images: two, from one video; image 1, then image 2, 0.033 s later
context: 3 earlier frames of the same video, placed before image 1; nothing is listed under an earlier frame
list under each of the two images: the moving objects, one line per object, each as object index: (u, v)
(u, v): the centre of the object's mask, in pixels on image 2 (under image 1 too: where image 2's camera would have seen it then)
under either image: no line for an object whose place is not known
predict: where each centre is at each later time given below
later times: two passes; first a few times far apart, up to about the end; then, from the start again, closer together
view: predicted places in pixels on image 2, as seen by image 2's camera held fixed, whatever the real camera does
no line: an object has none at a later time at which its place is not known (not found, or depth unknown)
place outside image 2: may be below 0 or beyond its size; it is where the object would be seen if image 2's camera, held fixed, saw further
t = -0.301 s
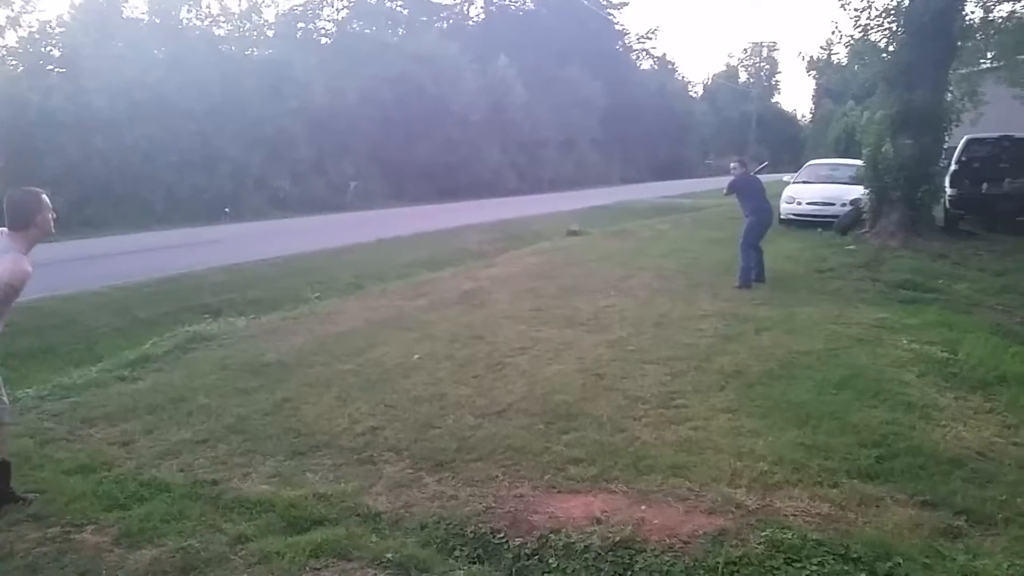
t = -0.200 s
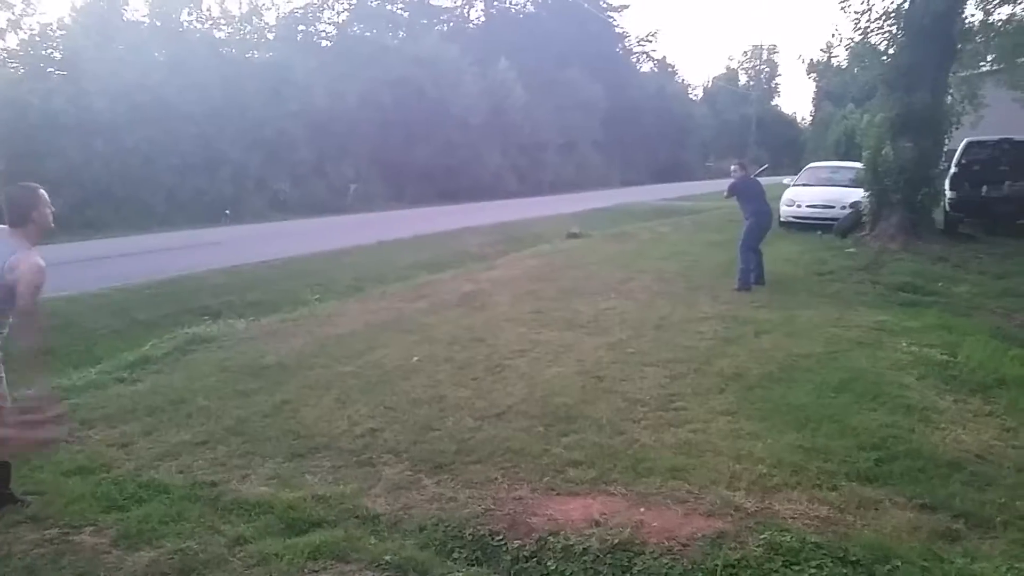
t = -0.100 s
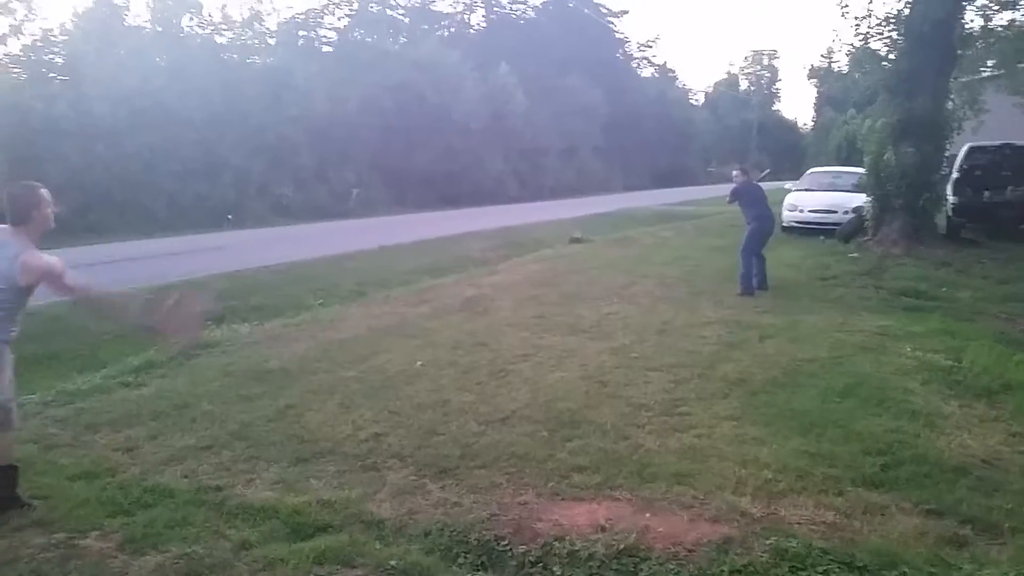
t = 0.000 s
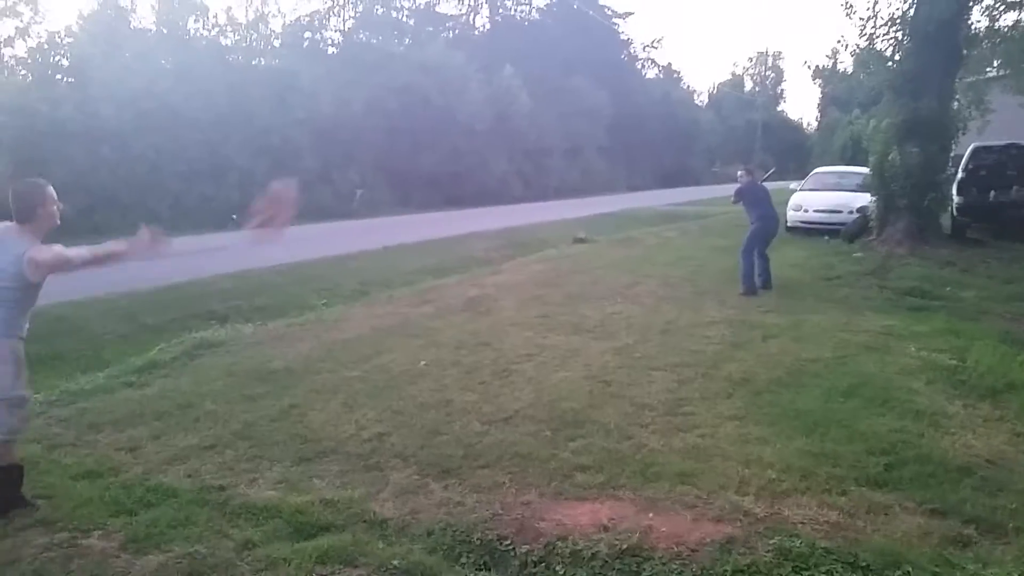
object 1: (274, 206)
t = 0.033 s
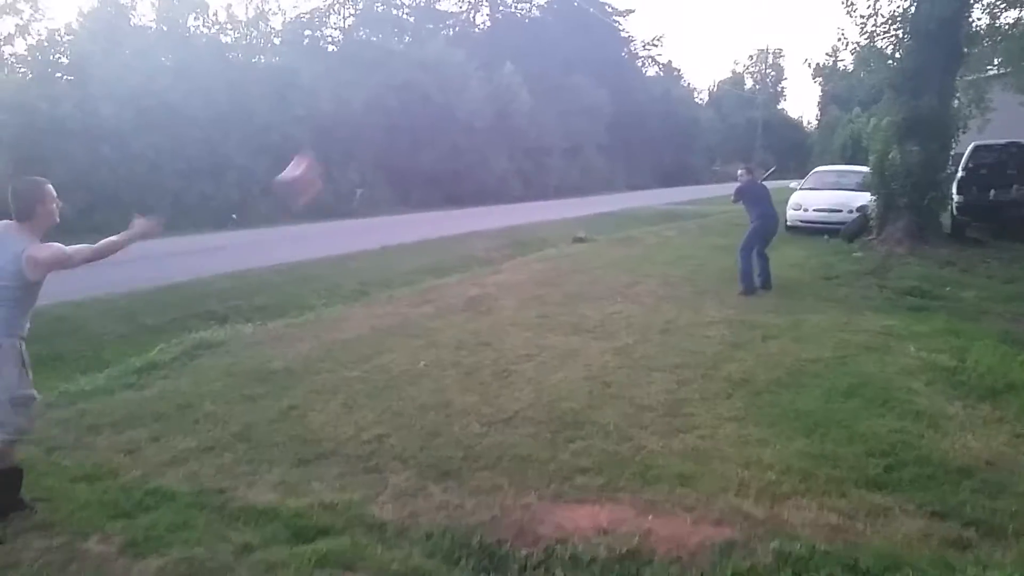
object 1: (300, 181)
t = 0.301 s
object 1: (444, 55)
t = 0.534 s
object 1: (522, 49)
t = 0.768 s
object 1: (572, 86)
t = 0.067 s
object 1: (320, 153)
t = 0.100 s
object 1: (346, 137)
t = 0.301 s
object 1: (444, 55)
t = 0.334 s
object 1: (453, 51)
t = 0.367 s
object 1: (467, 49)
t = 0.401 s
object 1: (476, 48)
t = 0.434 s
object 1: (489, 51)
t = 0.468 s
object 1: (503, 46)
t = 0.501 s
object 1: (512, 47)
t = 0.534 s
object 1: (522, 49)
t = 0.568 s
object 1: (529, 52)
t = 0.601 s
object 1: (537, 54)
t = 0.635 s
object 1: (545, 59)
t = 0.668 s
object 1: (552, 66)
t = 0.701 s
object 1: (560, 73)
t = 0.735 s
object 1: (567, 74)
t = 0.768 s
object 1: (572, 86)
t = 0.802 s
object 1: (580, 97)
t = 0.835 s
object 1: (586, 105)
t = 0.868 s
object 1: (590, 117)
